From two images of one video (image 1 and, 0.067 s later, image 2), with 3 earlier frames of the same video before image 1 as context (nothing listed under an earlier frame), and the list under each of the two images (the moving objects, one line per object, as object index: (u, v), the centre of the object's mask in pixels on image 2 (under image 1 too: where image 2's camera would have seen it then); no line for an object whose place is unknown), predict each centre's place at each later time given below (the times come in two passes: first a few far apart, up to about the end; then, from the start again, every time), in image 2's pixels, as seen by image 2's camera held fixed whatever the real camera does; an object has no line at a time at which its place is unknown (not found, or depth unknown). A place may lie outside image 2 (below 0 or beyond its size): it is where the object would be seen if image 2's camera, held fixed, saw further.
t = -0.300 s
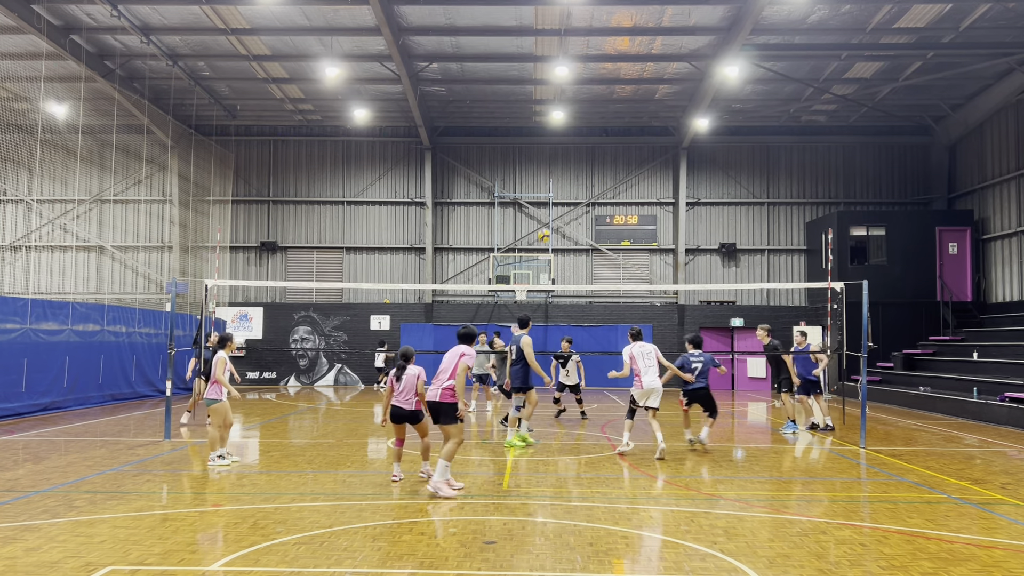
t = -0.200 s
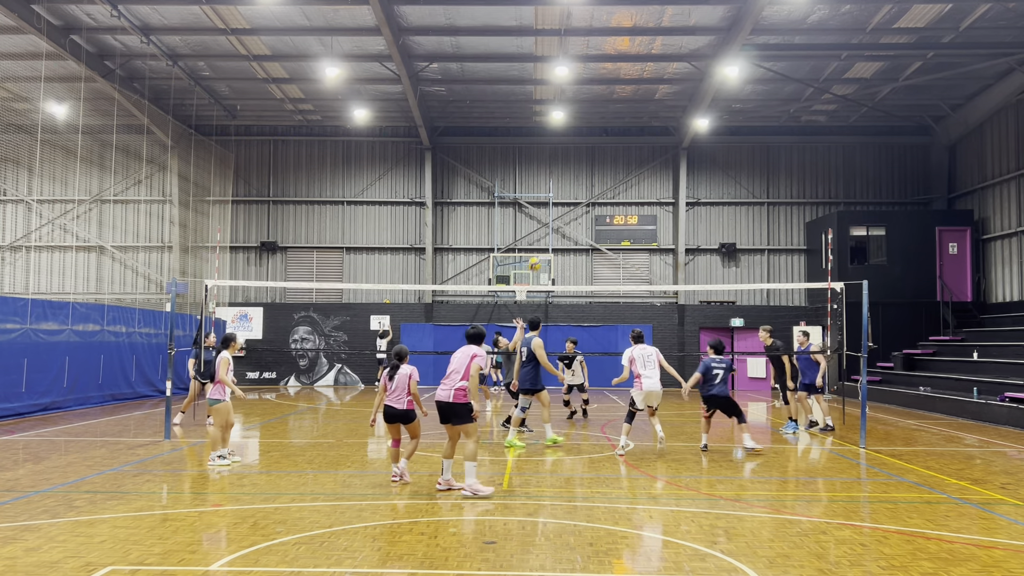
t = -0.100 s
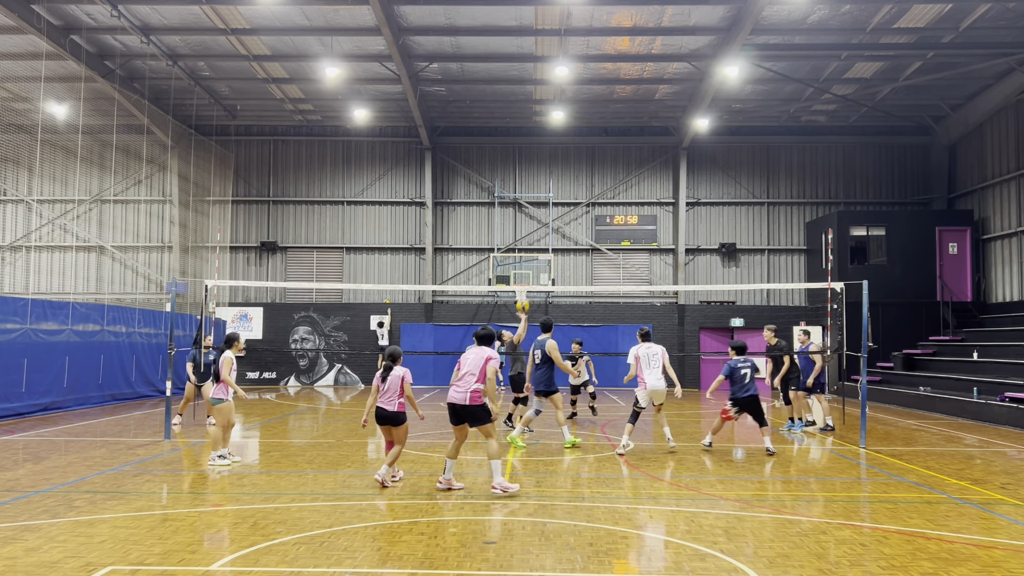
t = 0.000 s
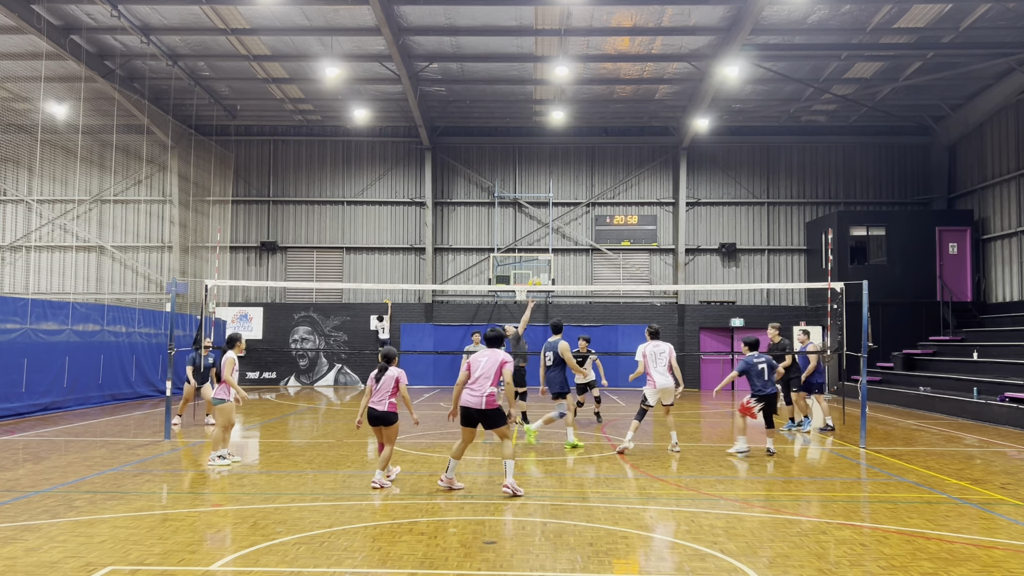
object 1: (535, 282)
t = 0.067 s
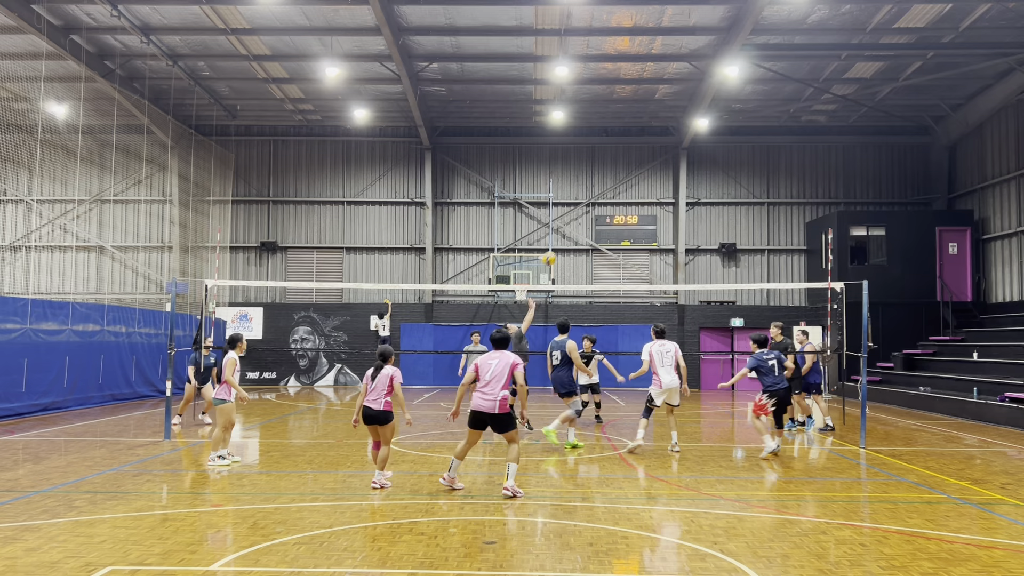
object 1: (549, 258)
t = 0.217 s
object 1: (582, 212)
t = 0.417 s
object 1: (624, 170)
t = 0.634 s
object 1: (671, 153)
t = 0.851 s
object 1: (719, 165)
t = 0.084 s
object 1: (553, 253)
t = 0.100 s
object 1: (556, 247)
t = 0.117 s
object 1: (560, 241)
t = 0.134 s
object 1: (564, 236)
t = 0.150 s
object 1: (567, 231)
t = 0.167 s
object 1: (571, 225)
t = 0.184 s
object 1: (574, 221)
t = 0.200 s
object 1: (578, 216)
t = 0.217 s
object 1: (582, 212)
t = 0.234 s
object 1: (585, 208)
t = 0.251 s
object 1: (589, 203)
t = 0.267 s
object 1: (592, 199)
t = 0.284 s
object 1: (595, 195)
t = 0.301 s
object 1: (599, 191)
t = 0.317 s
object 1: (603, 187)
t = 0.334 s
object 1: (607, 183)
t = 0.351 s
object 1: (610, 181)
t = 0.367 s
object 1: (614, 177)
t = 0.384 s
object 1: (617, 175)
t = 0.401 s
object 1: (621, 172)
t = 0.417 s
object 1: (624, 170)
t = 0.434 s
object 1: (628, 167)
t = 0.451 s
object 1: (631, 165)
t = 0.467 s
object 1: (635, 163)
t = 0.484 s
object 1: (639, 162)
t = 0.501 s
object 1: (642, 160)
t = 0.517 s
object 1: (646, 158)
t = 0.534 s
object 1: (649, 157)
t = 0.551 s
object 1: (653, 156)
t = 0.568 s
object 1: (657, 155)
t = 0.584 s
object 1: (660, 154)
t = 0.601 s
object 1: (664, 154)
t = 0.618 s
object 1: (668, 153)
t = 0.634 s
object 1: (671, 153)
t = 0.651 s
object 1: (675, 153)
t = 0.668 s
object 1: (678, 153)
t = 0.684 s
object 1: (682, 153)
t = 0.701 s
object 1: (686, 153)
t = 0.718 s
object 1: (689, 154)
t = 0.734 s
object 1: (693, 155)
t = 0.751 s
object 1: (697, 156)
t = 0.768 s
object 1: (700, 157)
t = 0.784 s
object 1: (704, 158)
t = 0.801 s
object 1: (708, 160)
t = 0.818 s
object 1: (711, 161)
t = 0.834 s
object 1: (715, 163)
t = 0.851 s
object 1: (719, 165)
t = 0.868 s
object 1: (722, 167)
